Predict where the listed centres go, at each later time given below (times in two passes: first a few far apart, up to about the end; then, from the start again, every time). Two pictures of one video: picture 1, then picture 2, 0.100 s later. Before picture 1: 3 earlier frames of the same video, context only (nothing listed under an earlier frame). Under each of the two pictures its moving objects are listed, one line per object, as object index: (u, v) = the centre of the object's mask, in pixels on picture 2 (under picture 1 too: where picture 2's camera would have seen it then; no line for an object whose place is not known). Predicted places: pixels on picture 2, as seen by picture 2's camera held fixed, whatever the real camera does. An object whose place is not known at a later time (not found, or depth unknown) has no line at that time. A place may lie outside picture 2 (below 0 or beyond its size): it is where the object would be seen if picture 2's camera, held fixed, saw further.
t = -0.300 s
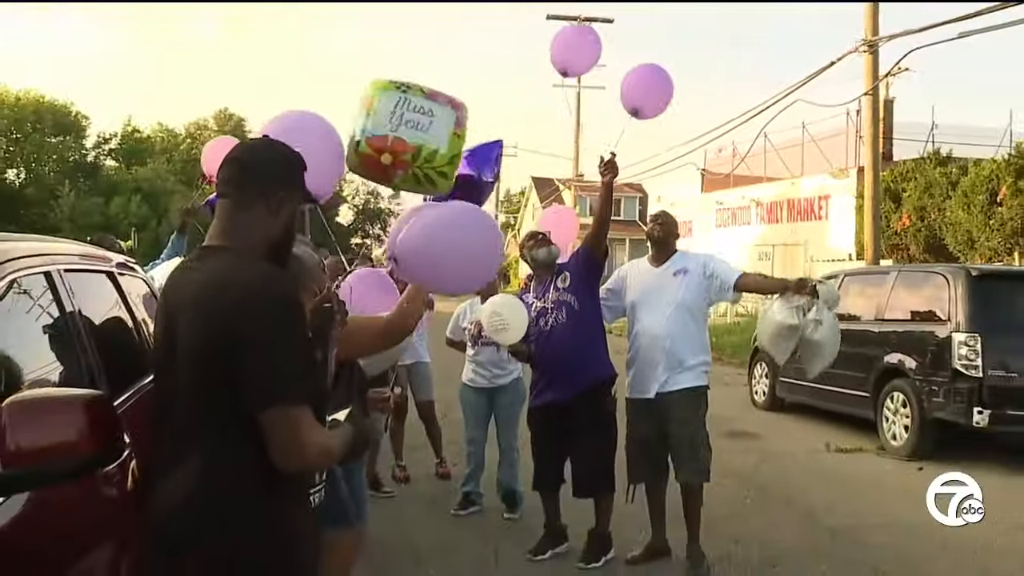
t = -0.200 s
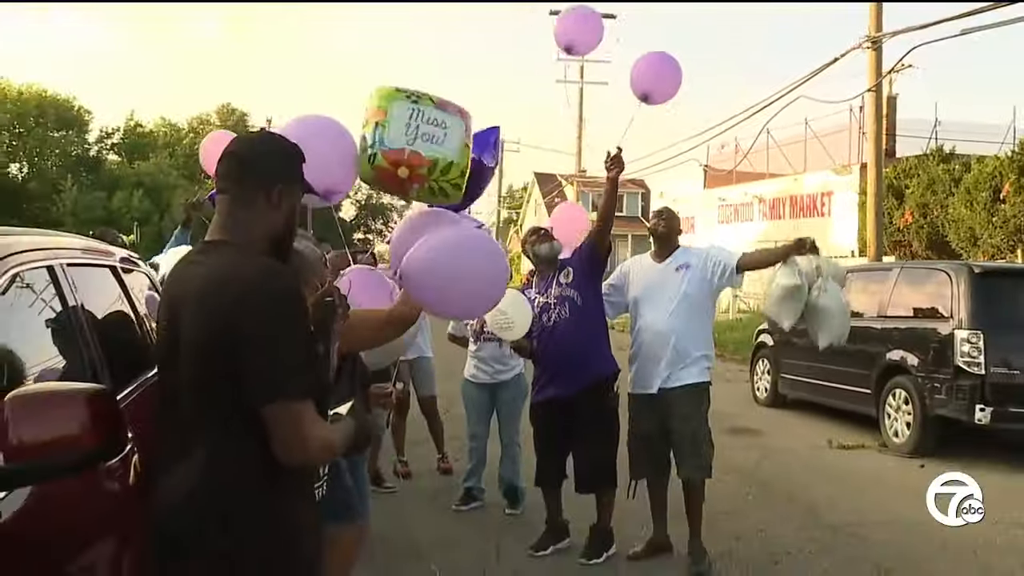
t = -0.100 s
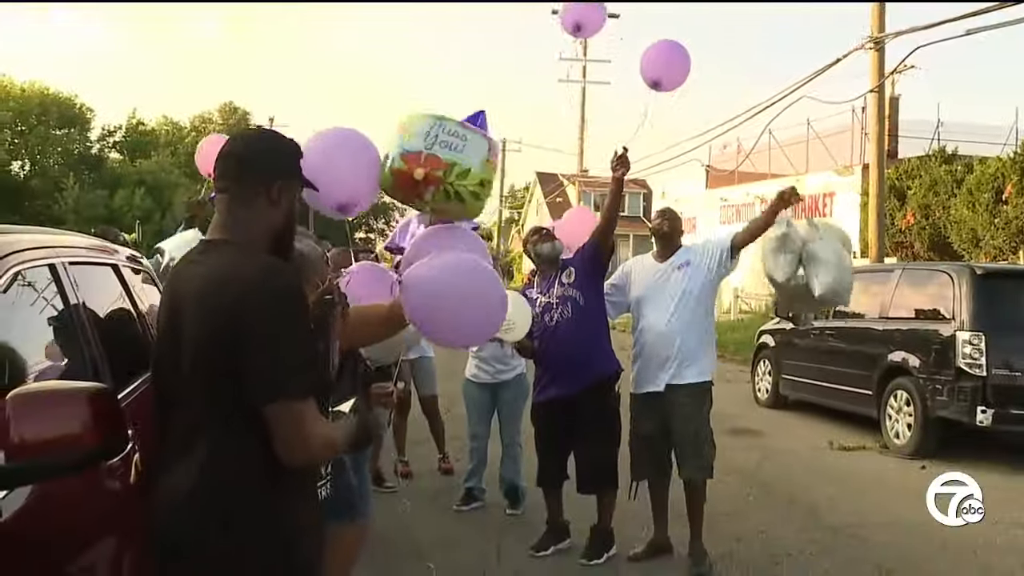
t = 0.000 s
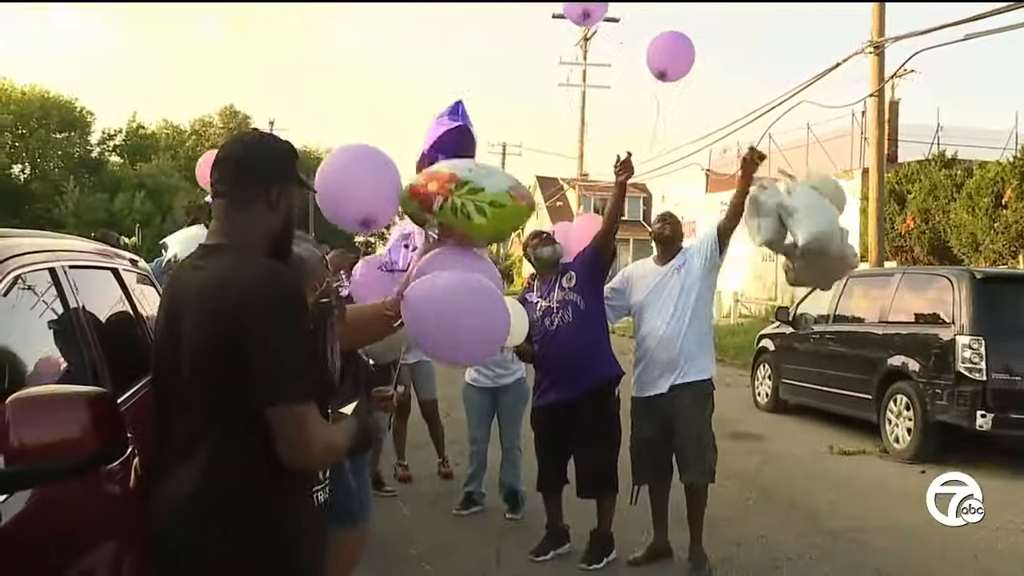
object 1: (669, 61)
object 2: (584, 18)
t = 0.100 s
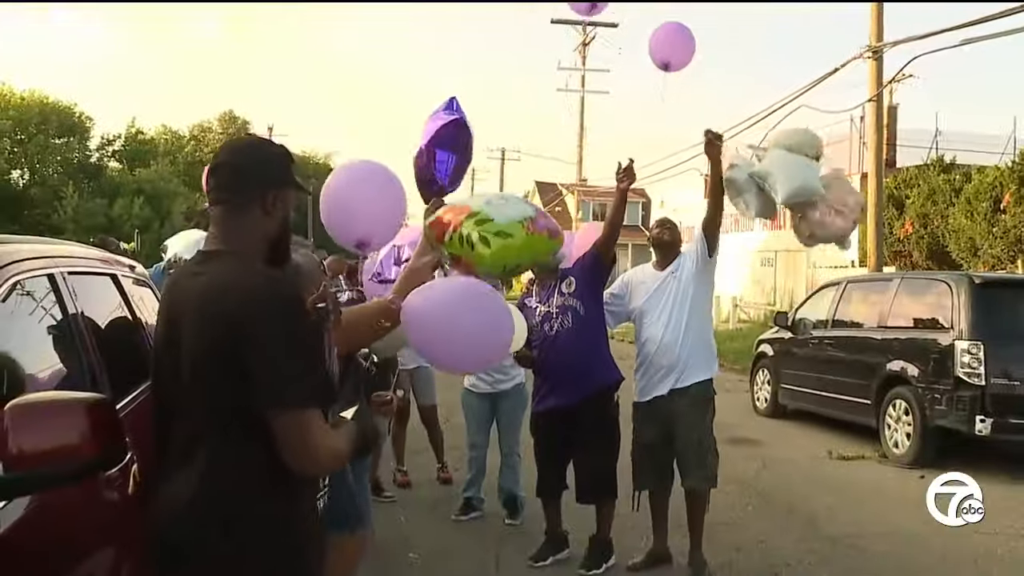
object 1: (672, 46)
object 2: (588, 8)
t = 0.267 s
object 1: (670, 23)
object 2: (597, -7)
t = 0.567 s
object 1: (657, -14)
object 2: (604, -34)
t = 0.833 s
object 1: (644, -43)
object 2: (586, -50)
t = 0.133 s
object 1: (672, 41)
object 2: (590, 5)
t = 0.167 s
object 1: (672, 37)
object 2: (591, 2)
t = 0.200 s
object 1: (672, 32)
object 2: (593, -1)
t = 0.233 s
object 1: (671, 27)
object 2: (595, -4)
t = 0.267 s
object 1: (670, 23)
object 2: (597, -7)
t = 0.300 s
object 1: (669, 18)
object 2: (599, -11)
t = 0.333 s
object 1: (669, 14)
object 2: (601, -15)
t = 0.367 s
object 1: (667, 10)
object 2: (602, -18)
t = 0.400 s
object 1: (666, 6)
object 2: (604, -22)
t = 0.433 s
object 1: (664, 2)
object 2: (605, -25)
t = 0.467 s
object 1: (663, -2)
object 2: (605, -27)
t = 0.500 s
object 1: (661, -6)
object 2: (605, -30)
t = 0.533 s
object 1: (659, -9)
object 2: (605, -32)
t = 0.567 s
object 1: (657, -14)
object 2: (604, -34)
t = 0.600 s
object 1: (655, -18)
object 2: (603, -37)
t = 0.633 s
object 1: (653, -21)
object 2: (601, -39)
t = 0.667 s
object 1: (651, -25)
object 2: (599, -40)
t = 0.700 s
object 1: (649, -29)
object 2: (596, -42)
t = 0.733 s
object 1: (647, -33)
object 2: (594, -44)
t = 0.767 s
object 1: (645, -37)
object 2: (591, -46)
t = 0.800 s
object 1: (644, -40)
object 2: (588, -48)
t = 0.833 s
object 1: (644, -43)
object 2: (586, -50)
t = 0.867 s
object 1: (643, -47)
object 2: (583, -52)
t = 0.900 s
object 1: (644, -50)
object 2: (581, -54)
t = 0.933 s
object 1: (644, -53)
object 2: (579, -55)
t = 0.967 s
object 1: (644, -55)
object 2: (578, -56)
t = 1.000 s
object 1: (644, -57)
